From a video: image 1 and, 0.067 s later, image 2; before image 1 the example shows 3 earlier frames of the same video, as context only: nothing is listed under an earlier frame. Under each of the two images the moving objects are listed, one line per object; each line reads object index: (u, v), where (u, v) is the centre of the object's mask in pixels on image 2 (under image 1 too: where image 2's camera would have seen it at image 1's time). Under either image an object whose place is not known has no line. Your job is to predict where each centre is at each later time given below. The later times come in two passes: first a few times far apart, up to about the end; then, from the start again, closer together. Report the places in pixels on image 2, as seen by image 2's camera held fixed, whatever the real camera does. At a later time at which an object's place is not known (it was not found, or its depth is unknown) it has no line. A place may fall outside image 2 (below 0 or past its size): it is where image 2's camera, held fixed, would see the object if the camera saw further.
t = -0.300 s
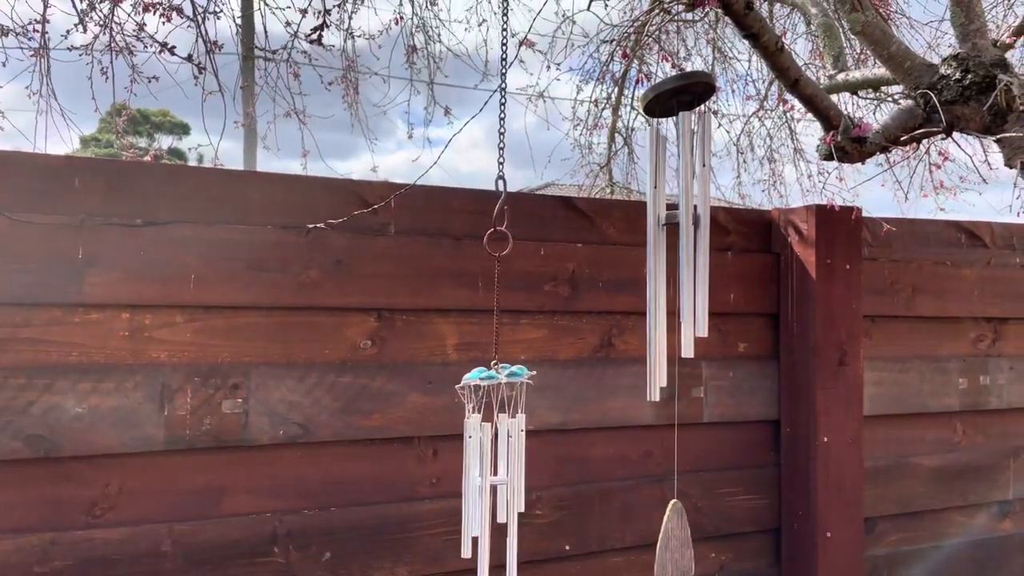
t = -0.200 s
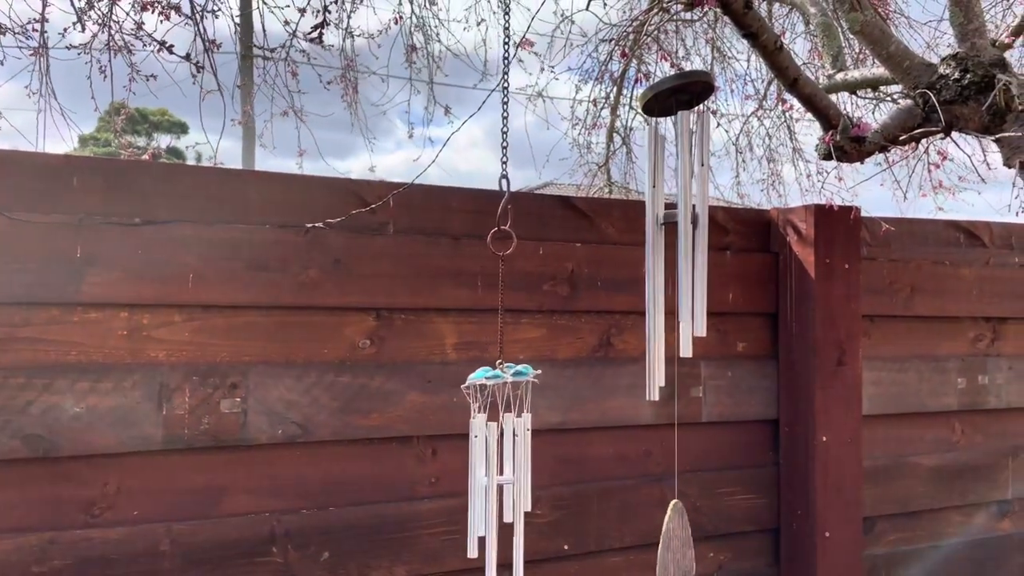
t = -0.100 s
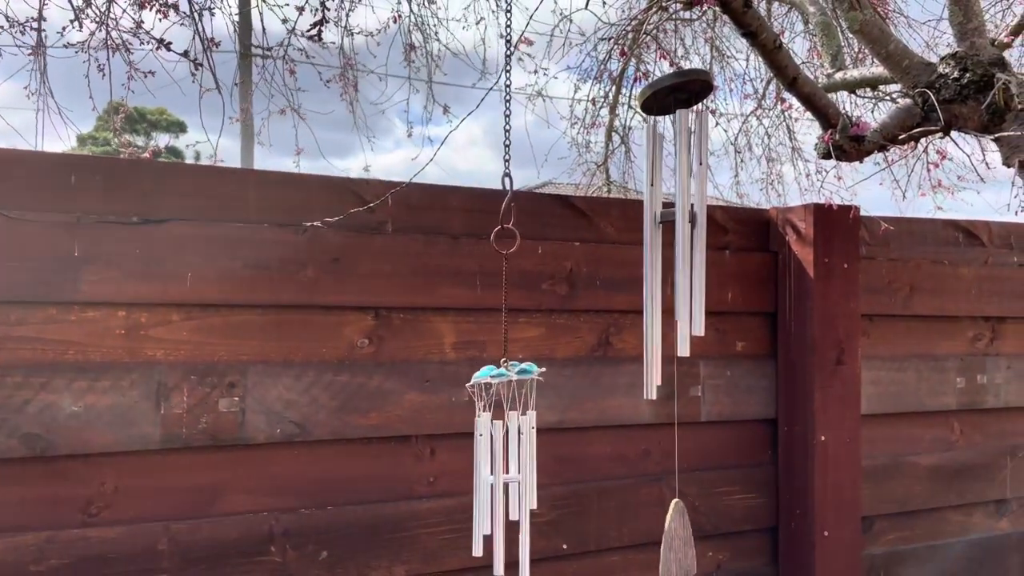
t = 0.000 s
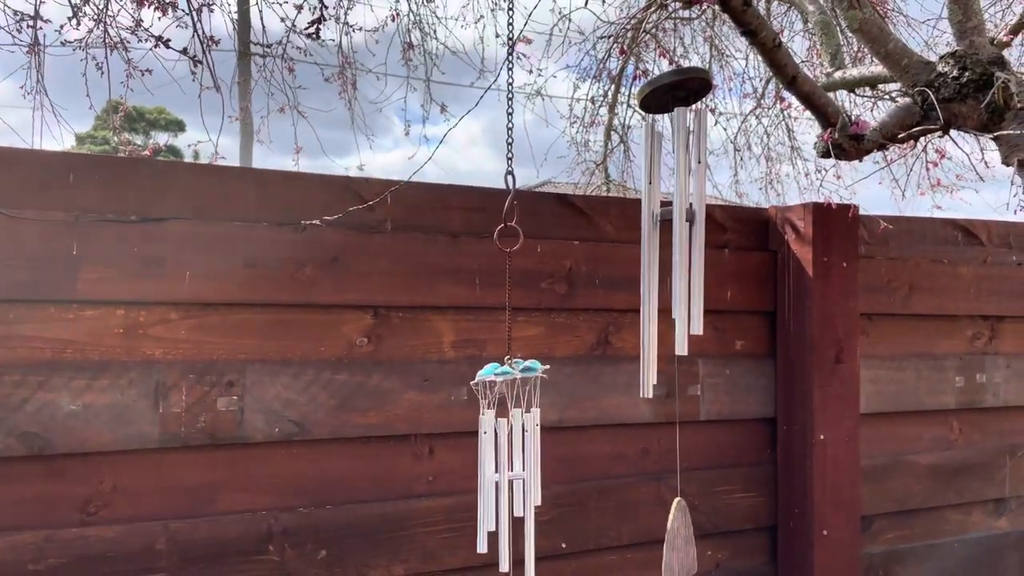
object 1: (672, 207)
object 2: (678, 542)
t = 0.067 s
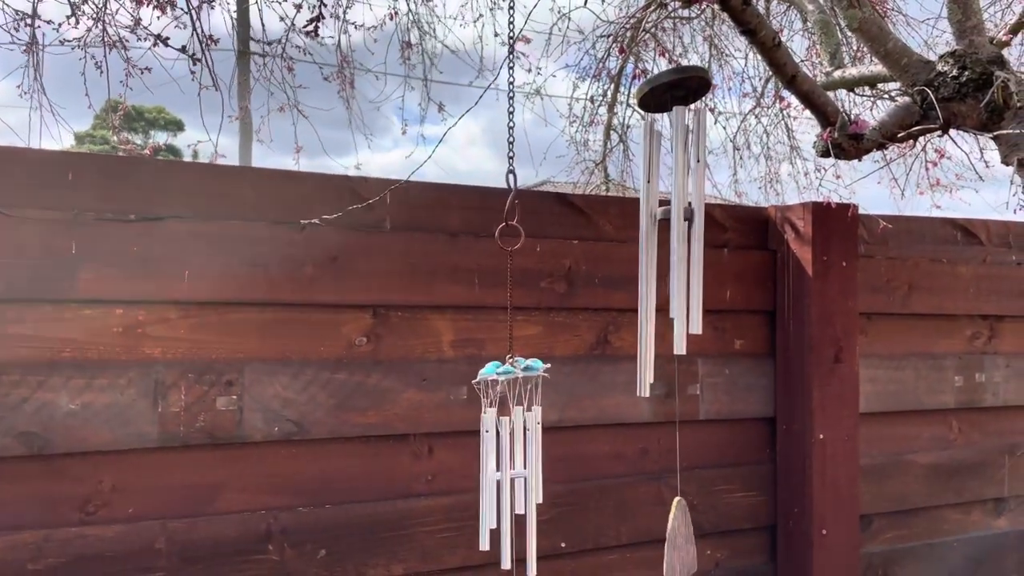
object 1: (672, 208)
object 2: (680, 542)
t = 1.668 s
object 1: (665, 214)
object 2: (670, 536)
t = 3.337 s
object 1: (670, 213)
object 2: (650, 538)
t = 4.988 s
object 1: (677, 207)
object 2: (649, 537)
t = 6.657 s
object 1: (674, 208)
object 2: (665, 541)
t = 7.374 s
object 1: (680, 227)
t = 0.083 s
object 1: (671, 208)
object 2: (680, 542)
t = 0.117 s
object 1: (671, 211)
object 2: (680, 542)
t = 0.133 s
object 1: (671, 211)
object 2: (680, 542)
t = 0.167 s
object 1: (670, 212)
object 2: (680, 542)
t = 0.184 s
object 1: (670, 212)
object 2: (680, 542)
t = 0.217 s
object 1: (670, 212)
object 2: (681, 542)
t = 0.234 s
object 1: (669, 213)
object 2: (681, 542)
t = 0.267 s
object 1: (669, 213)
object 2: (681, 542)
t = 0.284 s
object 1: (669, 214)
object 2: (681, 542)
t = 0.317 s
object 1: (669, 214)
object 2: (681, 542)
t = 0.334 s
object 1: (668, 214)
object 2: (681, 542)
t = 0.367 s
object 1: (668, 215)
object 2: (680, 542)
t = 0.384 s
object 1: (668, 215)
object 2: (680, 542)
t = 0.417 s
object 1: (668, 215)
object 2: (680, 542)
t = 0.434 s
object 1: (668, 215)
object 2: (680, 542)
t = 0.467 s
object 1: (668, 215)
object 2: (679, 542)
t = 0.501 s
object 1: (668, 215)
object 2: (678, 541)
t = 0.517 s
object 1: (668, 215)
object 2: (678, 541)
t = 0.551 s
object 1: (669, 216)
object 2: (677, 541)
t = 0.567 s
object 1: (670, 216)
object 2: (677, 541)
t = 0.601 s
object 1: (670, 215)
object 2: (675, 541)
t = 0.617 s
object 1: (670, 215)
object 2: (675, 541)
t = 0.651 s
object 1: (671, 215)
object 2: (673, 541)
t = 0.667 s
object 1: (672, 211)
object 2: (673, 540)
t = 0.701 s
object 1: (673, 214)
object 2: (671, 540)
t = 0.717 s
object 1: (673, 214)
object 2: (670, 540)
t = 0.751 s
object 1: (674, 213)
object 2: (669, 540)
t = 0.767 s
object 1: (674, 213)
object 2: (668, 540)
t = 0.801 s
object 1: (675, 212)
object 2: (667, 539)
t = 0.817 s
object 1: (675, 212)
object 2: (667, 539)
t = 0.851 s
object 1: (676, 211)
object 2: (667, 540)
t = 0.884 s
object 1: (677, 212)
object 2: (667, 539)
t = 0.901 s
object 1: (677, 211)
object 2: (667, 539)
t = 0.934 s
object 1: (678, 211)
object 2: (667, 539)
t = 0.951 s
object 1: (678, 211)
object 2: (667, 540)
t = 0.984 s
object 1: (678, 210)
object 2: (668, 540)
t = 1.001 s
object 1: (678, 211)
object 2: (669, 540)
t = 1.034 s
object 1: (678, 211)
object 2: (669, 540)
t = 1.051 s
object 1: (678, 210)
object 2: (670, 540)
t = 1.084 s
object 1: (678, 210)
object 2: (671, 540)
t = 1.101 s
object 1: (677, 210)
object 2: (671, 540)
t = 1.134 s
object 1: (677, 210)
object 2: (672, 540)
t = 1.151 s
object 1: (677, 210)
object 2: (673, 540)
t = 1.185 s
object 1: (676, 211)
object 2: (674, 540)
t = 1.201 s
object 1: (676, 211)
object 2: (675, 539)
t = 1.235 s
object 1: (675, 211)
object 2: (675, 539)
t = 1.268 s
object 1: (675, 212)
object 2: (676, 539)
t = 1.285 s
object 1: (674, 211)
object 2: (676, 539)
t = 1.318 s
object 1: (673, 214)
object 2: (676, 539)
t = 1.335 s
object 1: (672, 213)
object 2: (677, 539)
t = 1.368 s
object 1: (671, 213)
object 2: (677, 539)
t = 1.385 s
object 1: (671, 213)
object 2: (677, 539)
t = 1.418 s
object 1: (669, 215)
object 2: (677, 538)
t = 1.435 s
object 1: (669, 214)
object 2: (677, 538)
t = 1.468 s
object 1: (668, 215)
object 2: (676, 538)
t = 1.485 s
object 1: (668, 215)
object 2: (676, 538)
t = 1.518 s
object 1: (667, 216)
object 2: (675, 538)
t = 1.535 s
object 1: (666, 216)
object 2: (675, 538)
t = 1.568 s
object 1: (665, 215)
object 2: (674, 537)
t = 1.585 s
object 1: (665, 215)
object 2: (673, 537)
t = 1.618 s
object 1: (665, 215)
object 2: (672, 537)
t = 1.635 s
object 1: (665, 215)
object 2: (672, 537)
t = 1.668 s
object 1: (665, 214)
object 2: (670, 536)
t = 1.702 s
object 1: (665, 214)
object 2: (669, 536)
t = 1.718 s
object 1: (665, 214)
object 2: (669, 536)
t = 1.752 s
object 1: (665, 213)
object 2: (668, 536)
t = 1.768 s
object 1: (665, 213)
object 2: (667, 535)
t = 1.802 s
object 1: (665, 213)
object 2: (666, 535)
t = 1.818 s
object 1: (666, 213)
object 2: (666, 534)
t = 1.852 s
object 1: (666, 213)
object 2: (666, 534)
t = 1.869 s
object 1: (667, 213)
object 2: (666, 535)
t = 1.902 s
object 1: (667, 213)
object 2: (666, 536)
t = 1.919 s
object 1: (668, 212)
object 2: (666, 537)
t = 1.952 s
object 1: (668, 212)
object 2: (666, 538)
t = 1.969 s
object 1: (669, 211)
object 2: (666, 538)
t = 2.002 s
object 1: (670, 210)
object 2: (667, 539)
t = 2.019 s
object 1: (670, 210)
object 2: (667, 539)
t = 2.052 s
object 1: (672, 210)
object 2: (667, 540)
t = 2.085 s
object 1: (673, 209)
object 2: (668, 540)
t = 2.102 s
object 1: (673, 210)
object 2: (668, 540)
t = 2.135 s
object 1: (674, 210)
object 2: (669, 541)
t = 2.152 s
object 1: (674, 210)
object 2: (669, 541)
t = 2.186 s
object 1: (675, 210)
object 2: (669, 541)
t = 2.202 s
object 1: (675, 211)
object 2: (669, 541)
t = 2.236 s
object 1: (675, 211)
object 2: (670, 542)
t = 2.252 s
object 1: (675, 211)
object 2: (670, 542)
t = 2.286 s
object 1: (676, 212)
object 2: (670, 542)
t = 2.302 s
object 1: (676, 212)
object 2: (671, 542)
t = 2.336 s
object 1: (676, 212)
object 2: (671, 542)
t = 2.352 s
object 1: (676, 211)
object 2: (672, 542)
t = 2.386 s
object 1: (676, 212)
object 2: (672, 542)
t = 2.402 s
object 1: (676, 211)
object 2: (672, 542)
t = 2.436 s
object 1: (676, 212)
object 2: (673, 542)
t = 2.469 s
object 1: (675, 212)
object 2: (673, 542)
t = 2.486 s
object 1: (675, 212)
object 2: (674, 542)
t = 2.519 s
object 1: (674, 213)
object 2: (674, 541)
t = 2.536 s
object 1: (674, 213)
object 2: (674, 541)
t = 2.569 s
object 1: (673, 213)
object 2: (674, 541)
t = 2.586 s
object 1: (673, 213)
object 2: (674, 541)
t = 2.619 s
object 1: (672, 213)
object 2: (674, 540)
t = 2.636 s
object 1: (672, 213)
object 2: (674, 540)
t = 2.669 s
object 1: (672, 213)
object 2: (674, 539)
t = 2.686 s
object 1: (671, 212)
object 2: (673, 539)
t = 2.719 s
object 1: (670, 212)
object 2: (672, 538)
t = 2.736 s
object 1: (670, 212)
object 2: (672, 537)
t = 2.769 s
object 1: (669, 212)
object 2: (671, 536)
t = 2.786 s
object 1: (669, 211)
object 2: (671, 537)
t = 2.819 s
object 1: (668, 212)
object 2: (670, 537)
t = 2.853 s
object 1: (668, 212)
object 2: (669, 537)
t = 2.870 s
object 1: (667, 211)
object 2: (668, 538)
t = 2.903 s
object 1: (667, 212)
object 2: (667, 538)
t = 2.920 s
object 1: (667, 212)
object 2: (666, 538)
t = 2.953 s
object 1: (666, 213)
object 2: (664, 538)
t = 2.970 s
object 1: (666, 212)
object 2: (663, 538)
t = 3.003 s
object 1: (666, 213)
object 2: (662, 538)
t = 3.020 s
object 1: (666, 213)
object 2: (661, 538)
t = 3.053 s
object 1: (666, 212)
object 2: (659, 538)
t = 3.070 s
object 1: (666, 212)
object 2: (658, 538)
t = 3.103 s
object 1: (666, 212)
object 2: (657, 538)
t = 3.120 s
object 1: (666, 212)
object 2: (656, 538)
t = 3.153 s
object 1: (667, 212)
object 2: (654, 538)
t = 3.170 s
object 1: (667, 212)
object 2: (654, 538)
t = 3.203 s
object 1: (667, 212)
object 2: (653, 538)
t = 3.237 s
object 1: (668, 212)
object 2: (651, 538)
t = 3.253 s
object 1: (668, 213)
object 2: (651, 538)
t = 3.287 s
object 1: (668, 213)
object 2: (650, 538)
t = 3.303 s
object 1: (669, 214)
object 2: (650, 538)
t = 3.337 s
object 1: (670, 213)
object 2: (650, 538)
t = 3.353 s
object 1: (670, 213)
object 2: (650, 538)
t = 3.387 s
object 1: (671, 212)
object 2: (650, 539)
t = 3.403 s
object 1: (671, 213)
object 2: (650, 539)
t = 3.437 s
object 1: (671, 213)
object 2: (650, 540)
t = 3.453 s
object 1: (672, 214)
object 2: (651, 540)
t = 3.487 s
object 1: (672, 213)
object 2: (652, 540)
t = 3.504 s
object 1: (673, 213)
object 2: (653, 540)
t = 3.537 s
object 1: (674, 211)
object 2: (654, 541)
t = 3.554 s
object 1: (674, 211)
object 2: (655, 541)
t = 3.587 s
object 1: (674, 212)
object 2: (657, 542)
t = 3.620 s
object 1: (675, 211)
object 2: (659, 542)
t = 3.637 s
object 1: (675, 211)
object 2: (660, 543)
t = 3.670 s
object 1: (676, 211)
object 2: (663, 543)
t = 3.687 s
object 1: (676, 211)
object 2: (664, 543)
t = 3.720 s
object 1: (676, 211)
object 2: (667, 544)
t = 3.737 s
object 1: (676, 211)
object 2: (668, 544)
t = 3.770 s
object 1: (676, 210)
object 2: (671, 544)
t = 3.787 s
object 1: (676, 211)
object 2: (673, 544)
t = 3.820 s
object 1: (676, 211)
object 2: (676, 544)
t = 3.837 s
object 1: (676, 211)
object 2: (677, 545)
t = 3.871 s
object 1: (675, 211)
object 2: (679, 544)
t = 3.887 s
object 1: (675, 211)
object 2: (681, 544)
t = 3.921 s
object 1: (674, 211)
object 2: (683, 545)
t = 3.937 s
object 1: (674, 211)
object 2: (684, 544)
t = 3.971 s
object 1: (674, 211)
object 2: (687, 544)
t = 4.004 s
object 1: (673, 211)
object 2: (688, 544)
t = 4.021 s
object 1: (672, 211)
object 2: (689, 544)
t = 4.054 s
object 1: (672, 211)
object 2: (690, 543)
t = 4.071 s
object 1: (671, 211)
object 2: (690, 543)
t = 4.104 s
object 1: (671, 212)
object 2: (690, 542)
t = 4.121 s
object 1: (670, 211)
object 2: (690, 542)
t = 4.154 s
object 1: (670, 212)
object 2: (690, 542)
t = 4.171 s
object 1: (670, 212)
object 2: (690, 541)
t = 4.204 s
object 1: (669, 212)
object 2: (689, 541)
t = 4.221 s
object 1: (669, 212)
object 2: (688, 540)
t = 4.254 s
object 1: (669, 213)
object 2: (687, 540)
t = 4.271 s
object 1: (669, 213)
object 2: (686, 539)
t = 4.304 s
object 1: (669, 214)
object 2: (684, 539)
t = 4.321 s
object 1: (669, 214)
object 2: (682, 539)
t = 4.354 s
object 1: (669, 214)
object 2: (680, 538)
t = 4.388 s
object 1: (669, 215)
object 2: (677, 537)
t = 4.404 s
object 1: (669, 215)
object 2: (676, 536)
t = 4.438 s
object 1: (670, 215)
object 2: (674, 536)
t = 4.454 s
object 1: (670, 214)
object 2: (672, 535)
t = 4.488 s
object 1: (671, 214)
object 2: (669, 535)
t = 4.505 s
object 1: (671, 214)
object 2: (668, 535)
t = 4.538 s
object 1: (672, 214)
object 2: (665, 534)
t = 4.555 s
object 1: (672, 213)
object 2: (663, 534)
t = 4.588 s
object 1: (673, 212)
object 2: (660, 533)
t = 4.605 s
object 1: (673, 212)
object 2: (659, 533)
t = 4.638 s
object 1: (674, 211)
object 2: (657, 533)
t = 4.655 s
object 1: (674, 211)
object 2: (656, 532)
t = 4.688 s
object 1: (675, 210)
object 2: (653, 532)
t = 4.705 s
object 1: (675, 210)
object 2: (652, 532)
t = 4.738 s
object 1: (676, 208)
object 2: (651, 533)
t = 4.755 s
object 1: (676, 208)
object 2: (650, 533)
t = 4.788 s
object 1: (676, 208)
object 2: (649, 533)
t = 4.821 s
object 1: (677, 209)
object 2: (648, 533)
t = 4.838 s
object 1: (677, 209)
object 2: (648, 533)
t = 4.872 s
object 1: (677, 208)
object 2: (647, 534)
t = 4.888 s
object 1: (677, 208)
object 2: (647, 534)
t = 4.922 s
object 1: (677, 207)
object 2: (647, 535)
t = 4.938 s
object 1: (677, 208)
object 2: (648, 535)
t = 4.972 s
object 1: (677, 207)
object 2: (648, 536)
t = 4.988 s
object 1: (677, 207)
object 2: (649, 537)
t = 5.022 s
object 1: (676, 208)
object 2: (650, 537)
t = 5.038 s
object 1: (676, 208)
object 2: (650, 537)
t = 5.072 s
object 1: (676, 209)
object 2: (652, 538)
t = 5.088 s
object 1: (675, 209)
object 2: (653, 538)
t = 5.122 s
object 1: (675, 211)
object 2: (654, 539)
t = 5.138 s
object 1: (675, 212)
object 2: (656, 539)
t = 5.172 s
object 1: (674, 213)
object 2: (658, 540)
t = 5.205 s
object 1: (673, 213)
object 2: (660, 541)
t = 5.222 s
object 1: (673, 213)
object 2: (661, 541)
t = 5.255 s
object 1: (673, 213)
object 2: (663, 541)
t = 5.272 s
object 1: (673, 214)
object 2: (665, 541)
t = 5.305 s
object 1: (672, 215)
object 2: (667, 541)
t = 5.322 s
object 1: (672, 215)
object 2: (669, 541)
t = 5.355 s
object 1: (672, 214)
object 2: (671, 541)
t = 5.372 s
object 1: (672, 214)
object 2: (672, 541)
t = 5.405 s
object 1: (671, 214)
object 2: (674, 542)
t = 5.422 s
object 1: (671, 214)
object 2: (675, 541)
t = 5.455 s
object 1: (671, 214)
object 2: (677, 542)
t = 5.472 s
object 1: (671, 213)
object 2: (678, 541)
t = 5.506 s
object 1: (671, 214)
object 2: (680, 541)
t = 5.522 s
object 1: (671, 213)
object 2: (681, 541)
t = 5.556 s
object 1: (671, 213)
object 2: (682, 540)
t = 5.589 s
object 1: (672, 212)
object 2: (683, 540)
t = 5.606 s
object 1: (672, 212)
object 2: (684, 540)
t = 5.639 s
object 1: (672, 210)
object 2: (684, 539)
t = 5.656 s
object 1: (672, 210)
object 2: (685, 539)
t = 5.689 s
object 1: (673, 209)
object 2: (685, 538)
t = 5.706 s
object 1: (673, 209)
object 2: (685, 538)
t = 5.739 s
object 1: (673, 208)
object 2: (684, 537)
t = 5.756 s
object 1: (673, 204)
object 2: (684, 537)
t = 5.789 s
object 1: (673, 203)
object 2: (683, 536)
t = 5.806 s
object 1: (673, 202)
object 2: (683, 536)
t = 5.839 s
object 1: (674, 205)
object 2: (682, 535)
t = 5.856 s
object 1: (675, 205)
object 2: (682, 535)
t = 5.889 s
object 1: (675, 205)
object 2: (680, 535)
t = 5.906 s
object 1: (675, 205)
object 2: (679, 534)
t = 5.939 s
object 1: (675, 204)
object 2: (678, 534)
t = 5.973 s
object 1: (676, 204)
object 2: (676, 534)
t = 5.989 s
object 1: (676, 204)
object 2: (676, 534)
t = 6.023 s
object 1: (676, 205)
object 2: (674, 533)
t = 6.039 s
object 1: (676, 204)
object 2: (673, 533)
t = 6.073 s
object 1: (676, 205)
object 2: (671, 533)
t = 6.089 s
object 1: (676, 201)
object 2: (671, 533)
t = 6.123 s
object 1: (677, 205)
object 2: (669, 533)
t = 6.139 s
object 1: (677, 206)
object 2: (668, 533)
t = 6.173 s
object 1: (677, 207)
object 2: (667, 532)
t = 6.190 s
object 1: (676, 203)
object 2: (666, 532)
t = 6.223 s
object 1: (677, 208)
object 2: (665, 532)
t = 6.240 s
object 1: (676, 208)
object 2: (664, 532)
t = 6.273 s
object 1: (676, 209)
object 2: (663, 532)
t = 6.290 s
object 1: (676, 209)
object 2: (663, 533)
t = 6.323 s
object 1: (676, 209)
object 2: (662, 534)
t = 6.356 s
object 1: (676, 209)
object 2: (662, 535)
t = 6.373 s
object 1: (676, 209)
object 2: (661, 536)
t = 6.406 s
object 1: (676, 209)
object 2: (661, 537)
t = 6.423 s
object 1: (676, 209)
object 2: (661, 537)
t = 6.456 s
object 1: (676, 209)
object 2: (661, 538)
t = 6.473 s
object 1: (675, 208)
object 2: (662, 538)
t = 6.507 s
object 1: (675, 208)
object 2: (662, 539)
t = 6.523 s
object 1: (674, 209)
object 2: (662, 539)
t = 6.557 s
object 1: (674, 208)
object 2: (663, 540)
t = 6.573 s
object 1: (674, 208)
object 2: (663, 540)
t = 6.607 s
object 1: (674, 208)
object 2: (664, 541)
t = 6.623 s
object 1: (674, 208)
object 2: (664, 541)
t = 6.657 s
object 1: (674, 208)
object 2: (665, 541)
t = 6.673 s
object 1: (674, 208)
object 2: (665, 541)
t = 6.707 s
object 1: (674, 208)
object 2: (666, 541)
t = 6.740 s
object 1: (673, 209)
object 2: (667, 542)
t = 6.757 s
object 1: (673, 205)
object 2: (668, 542)
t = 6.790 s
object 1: (673, 206)
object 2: (669, 542)
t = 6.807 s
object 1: (673, 210)
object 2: (669, 542)
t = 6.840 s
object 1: (673, 205)
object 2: (670, 542)
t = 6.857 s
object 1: (673, 209)
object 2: (671, 542)
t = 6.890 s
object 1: (673, 209)
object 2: (672, 541)
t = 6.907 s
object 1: (674, 210)
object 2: (672, 541)
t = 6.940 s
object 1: (674, 210)
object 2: (673, 542)
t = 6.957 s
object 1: (674, 210)
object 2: (674, 541)
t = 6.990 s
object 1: (674, 211)
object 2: (675, 541)
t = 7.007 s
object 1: (674, 211)
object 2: (675, 541)
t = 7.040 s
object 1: (674, 213)
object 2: (676, 541)
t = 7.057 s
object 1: (675, 214)
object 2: (677, 540)
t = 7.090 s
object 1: (675, 216)
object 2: (677, 540)
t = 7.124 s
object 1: (675, 216)
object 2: (678, 540)
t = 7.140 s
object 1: (676, 217)
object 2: (678, 539)
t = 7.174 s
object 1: (676, 219)
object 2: (678, 538)
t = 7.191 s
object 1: (677, 221)
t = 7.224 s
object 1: (678, 224)
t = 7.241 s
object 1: (678, 219)
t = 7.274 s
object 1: (678, 222)
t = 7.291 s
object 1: (679, 227)
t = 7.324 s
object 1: (679, 229)
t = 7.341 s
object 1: (679, 225)
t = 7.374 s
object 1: (680, 227)
